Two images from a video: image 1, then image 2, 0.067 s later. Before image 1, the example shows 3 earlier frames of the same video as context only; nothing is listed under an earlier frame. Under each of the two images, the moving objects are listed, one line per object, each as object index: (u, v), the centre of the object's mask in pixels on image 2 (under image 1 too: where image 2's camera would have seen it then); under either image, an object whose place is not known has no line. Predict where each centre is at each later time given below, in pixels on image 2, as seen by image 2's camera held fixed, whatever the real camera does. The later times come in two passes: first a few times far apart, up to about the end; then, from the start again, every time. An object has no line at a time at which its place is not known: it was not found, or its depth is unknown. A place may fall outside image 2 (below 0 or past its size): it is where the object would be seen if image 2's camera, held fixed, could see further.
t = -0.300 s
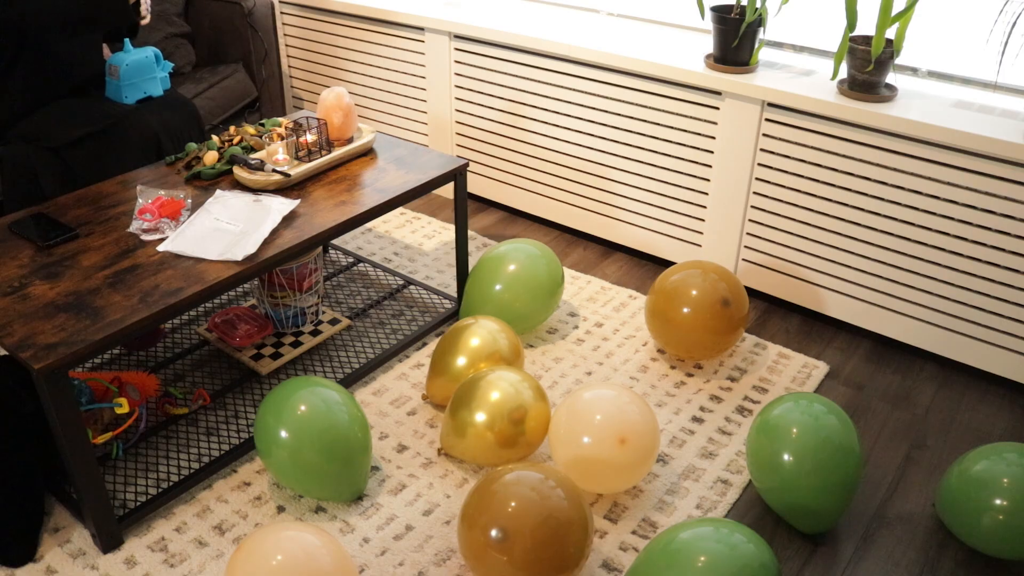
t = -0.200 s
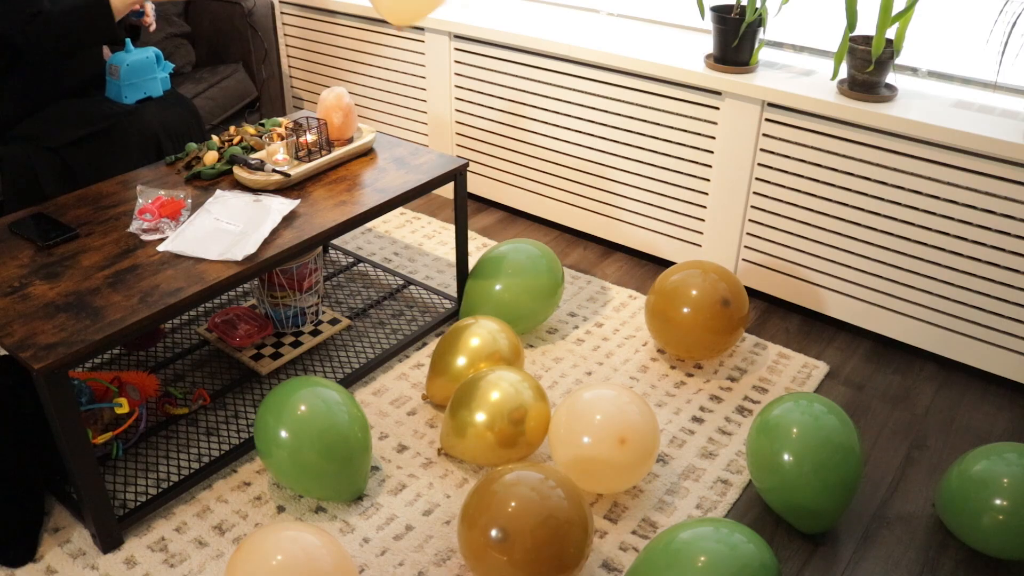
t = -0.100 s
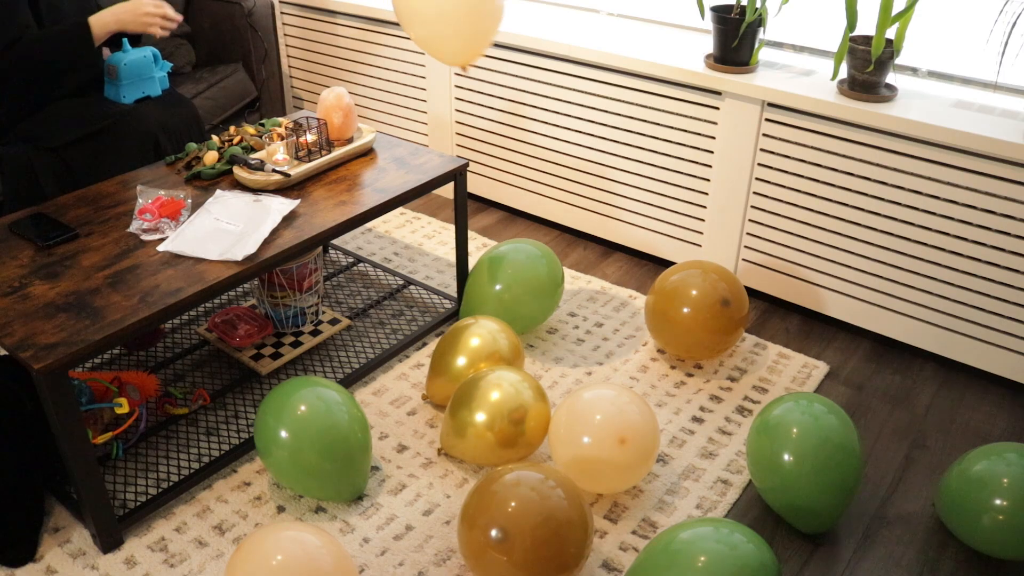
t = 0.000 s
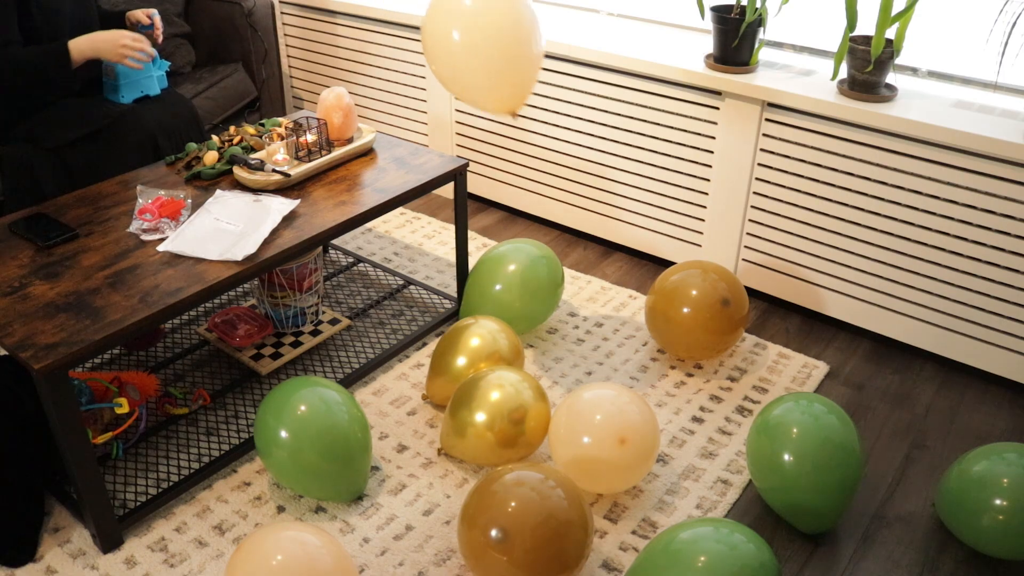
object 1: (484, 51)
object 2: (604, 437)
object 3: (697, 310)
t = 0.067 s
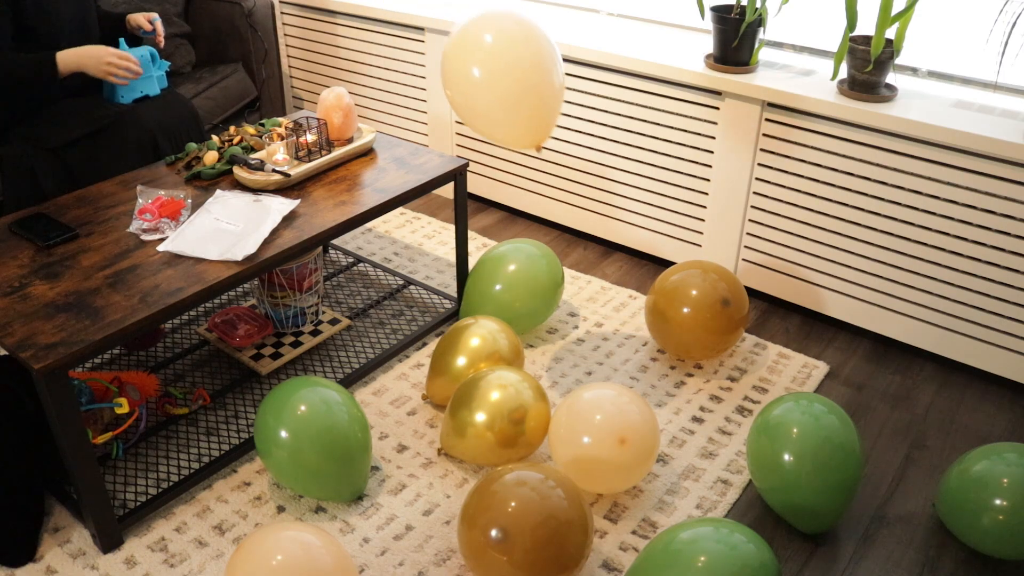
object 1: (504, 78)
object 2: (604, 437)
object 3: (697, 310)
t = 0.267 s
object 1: (556, 199)
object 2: (604, 438)
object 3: (697, 310)
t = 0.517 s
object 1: (593, 329)
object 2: (606, 442)
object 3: (697, 310)
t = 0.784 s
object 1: (601, 312)
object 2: (630, 464)
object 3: (699, 310)
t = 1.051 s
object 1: (608, 342)
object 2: (648, 487)
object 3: (699, 309)
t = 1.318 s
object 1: (643, 335)
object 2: (661, 506)
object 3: (712, 305)
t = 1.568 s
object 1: (656, 353)
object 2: (673, 521)
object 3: (721, 295)
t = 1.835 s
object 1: (662, 370)
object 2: (671, 524)
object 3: (728, 291)
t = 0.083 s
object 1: (509, 88)
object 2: (604, 437)
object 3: (697, 310)
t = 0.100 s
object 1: (514, 98)
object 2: (604, 437)
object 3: (697, 310)
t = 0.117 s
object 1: (518, 106)
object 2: (604, 438)
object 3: (697, 310)
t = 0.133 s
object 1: (523, 116)
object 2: (604, 437)
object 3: (697, 310)
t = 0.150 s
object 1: (528, 127)
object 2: (604, 437)
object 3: (697, 310)
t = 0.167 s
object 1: (532, 136)
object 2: (604, 438)
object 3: (697, 310)
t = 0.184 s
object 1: (536, 146)
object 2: (604, 437)
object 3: (697, 310)
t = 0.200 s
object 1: (541, 158)
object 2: (604, 437)
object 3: (697, 310)
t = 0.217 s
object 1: (545, 168)
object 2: (604, 438)
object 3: (697, 310)
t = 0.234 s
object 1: (548, 178)
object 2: (604, 437)
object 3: (697, 310)
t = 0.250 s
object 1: (553, 189)
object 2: (604, 438)
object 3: (697, 310)
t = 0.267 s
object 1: (556, 199)
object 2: (604, 438)
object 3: (697, 310)
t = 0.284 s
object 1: (559, 208)
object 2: (604, 438)
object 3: (697, 310)
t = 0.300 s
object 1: (563, 219)
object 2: (604, 438)
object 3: (697, 310)
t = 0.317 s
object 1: (566, 229)
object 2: (604, 438)
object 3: (697, 310)
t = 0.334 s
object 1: (569, 239)
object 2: (604, 438)
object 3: (697, 310)
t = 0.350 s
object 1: (572, 249)
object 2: (604, 438)
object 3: (697, 310)
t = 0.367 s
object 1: (575, 260)
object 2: (604, 438)
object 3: (697, 310)
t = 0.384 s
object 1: (577, 269)
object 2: (604, 438)
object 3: (697, 310)
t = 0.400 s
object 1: (580, 278)
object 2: (604, 438)
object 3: (697, 310)
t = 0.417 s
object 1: (583, 288)
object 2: (604, 438)
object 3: (697, 310)
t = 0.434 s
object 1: (585, 297)
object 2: (604, 438)
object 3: (697, 310)
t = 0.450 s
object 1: (587, 306)
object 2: (604, 438)
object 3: (697, 310)
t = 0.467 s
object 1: (589, 315)
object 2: (604, 438)
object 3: (697, 310)
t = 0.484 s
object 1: (591, 324)
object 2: (604, 438)
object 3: (697, 310)
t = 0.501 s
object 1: (592, 331)
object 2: (605, 441)
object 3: (697, 310)
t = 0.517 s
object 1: (593, 329)
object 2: (606, 442)
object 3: (697, 310)
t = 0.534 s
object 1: (593, 327)
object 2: (608, 441)
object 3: (697, 310)
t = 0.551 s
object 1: (594, 324)
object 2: (609, 442)
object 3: (697, 310)
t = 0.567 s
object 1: (594, 322)
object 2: (610, 442)
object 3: (697, 310)
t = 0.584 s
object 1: (595, 320)
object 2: (612, 443)
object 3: (698, 310)
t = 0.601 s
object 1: (595, 318)
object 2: (613, 444)
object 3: (698, 310)
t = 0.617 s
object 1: (596, 316)
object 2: (614, 445)
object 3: (698, 310)
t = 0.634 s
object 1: (596, 314)
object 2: (616, 446)
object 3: (698, 310)
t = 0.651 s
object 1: (597, 313)
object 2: (617, 448)
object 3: (698, 310)
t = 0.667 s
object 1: (597, 312)
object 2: (618, 450)
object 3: (698, 310)
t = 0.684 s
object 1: (598, 312)
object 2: (620, 451)
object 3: (698, 310)
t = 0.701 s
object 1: (598, 311)
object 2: (621, 453)
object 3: (698, 310)
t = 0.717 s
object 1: (599, 311)
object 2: (623, 456)
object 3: (698, 310)
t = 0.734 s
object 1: (599, 311)
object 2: (624, 458)
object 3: (698, 310)
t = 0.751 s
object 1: (600, 311)
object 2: (626, 460)
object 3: (698, 310)
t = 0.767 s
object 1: (601, 312)
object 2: (628, 462)
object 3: (699, 310)
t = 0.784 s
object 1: (601, 312)
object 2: (630, 464)
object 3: (699, 310)
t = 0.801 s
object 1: (602, 313)
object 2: (632, 466)
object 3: (699, 310)
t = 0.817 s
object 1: (603, 314)
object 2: (634, 468)
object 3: (699, 310)
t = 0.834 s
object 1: (603, 315)
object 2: (636, 470)
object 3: (699, 310)
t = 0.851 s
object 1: (604, 316)
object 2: (638, 473)
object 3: (699, 310)
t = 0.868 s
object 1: (604, 317)
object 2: (640, 475)
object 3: (699, 310)
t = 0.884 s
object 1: (605, 319)
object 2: (642, 477)
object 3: (700, 310)
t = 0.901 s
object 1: (606, 321)
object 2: (643, 479)
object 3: (700, 310)
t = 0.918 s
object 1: (606, 323)
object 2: (643, 480)
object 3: (700, 310)
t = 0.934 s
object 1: (606, 324)
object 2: (644, 481)
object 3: (700, 309)
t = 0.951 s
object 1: (606, 327)
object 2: (644, 483)
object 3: (700, 309)
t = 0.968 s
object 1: (607, 329)
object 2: (644, 484)
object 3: (700, 309)
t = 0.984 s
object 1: (607, 331)
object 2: (644, 486)
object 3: (700, 309)
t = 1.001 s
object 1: (607, 334)
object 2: (645, 486)
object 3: (700, 309)
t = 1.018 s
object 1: (607, 337)
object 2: (645, 486)
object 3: (699, 309)
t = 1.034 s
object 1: (607, 340)
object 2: (646, 486)
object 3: (699, 309)
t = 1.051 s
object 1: (608, 342)
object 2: (648, 487)
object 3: (699, 309)
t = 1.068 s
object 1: (608, 347)
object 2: (648, 487)
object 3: (699, 309)
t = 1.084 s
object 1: (608, 350)
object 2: (649, 487)
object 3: (698, 309)
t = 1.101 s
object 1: (607, 354)
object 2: (650, 488)
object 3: (698, 309)
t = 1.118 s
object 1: (607, 358)
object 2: (651, 489)
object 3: (698, 309)
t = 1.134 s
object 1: (607, 360)
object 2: (651, 490)
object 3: (698, 310)
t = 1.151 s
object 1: (610, 357)
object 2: (652, 490)
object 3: (699, 309)
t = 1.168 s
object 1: (614, 354)
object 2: (652, 492)
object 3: (700, 309)
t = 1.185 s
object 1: (618, 351)
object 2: (654, 494)
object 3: (701, 308)
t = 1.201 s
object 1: (621, 349)
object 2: (654, 495)
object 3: (702, 308)
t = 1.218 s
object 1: (624, 346)
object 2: (655, 496)
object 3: (704, 307)
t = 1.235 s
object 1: (628, 343)
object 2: (656, 498)
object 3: (705, 307)
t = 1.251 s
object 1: (631, 341)
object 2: (657, 499)
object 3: (706, 307)
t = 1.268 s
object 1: (634, 339)
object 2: (658, 501)
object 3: (708, 306)
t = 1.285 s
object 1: (637, 338)
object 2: (659, 503)
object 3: (709, 306)
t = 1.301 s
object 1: (640, 336)
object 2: (660, 505)
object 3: (710, 305)
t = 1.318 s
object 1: (643, 335)
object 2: (661, 506)
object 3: (712, 305)
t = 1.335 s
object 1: (645, 334)
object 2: (662, 508)
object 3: (713, 304)
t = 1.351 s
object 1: (646, 334)
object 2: (663, 509)
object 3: (714, 303)
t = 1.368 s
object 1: (647, 334)
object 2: (664, 511)
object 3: (715, 302)
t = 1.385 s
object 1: (648, 335)
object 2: (665, 512)
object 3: (716, 301)
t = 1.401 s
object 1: (649, 335)
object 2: (666, 513)
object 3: (717, 300)
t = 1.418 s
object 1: (650, 336)
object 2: (667, 514)
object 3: (717, 299)
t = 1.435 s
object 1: (651, 337)
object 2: (668, 515)
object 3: (718, 298)
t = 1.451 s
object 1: (651, 338)
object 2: (669, 516)
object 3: (719, 298)
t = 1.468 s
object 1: (652, 340)
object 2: (670, 518)
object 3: (719, 297)
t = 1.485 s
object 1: (653, 342)
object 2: (671, 518)
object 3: (720, 297)
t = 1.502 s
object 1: (654, 343)
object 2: (671, 519)
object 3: (720, 296)
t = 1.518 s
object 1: (655, 346)
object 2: (672, 519)
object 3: (721, 296)
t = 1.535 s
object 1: (655, 348)
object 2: (672, 520)
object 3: (721, 295)
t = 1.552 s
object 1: (656, 350)
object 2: (673, 520)
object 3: (721, 295)
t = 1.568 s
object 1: (656, 353)
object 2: (673, 521)
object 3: (721, 295)
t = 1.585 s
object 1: (657, 354)
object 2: (674, 521)
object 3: (722, 295)
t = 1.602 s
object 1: (657, 354)
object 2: (674, 522)
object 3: (723, 294)
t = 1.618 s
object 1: (658, 354)
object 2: (674, 522)
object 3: (724, 294)
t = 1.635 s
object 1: (658, 354)
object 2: (674, 523)
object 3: (725, 294)
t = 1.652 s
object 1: (659, 354)
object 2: (674, 523)
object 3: (725, 293)
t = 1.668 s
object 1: (659, 354)
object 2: (674, 524)
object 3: (726, 293)
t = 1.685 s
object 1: (659, 355)
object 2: (674, 524)
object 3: (727, 293)
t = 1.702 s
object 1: (660, 356)
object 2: (674, 524)
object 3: (727, 292)
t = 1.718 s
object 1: (660, 357)
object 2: (673, 524)
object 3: (728, 292)
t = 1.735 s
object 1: (661, 358)
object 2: (673, 524)
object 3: (728, 292)
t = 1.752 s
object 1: (661, 360)
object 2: (673, 524)
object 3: (728, 292)
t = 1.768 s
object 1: (661, 361)
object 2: (672, 524)
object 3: (728, 292)
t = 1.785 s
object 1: (661, 363)
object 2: (672, 524)
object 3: (728, 292)
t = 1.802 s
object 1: (661, 366)
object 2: (671, 524)
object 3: (728, 292)
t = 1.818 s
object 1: (662, 368)
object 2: (671, 524)
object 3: (728, 291)
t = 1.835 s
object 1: (662, 370)
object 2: (671, 524)
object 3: (728, 291)
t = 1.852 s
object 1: (663, 371)
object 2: (669, 524)
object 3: (729, 291)
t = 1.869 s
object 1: (664, 373)
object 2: (669, 523)
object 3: (729, 291)
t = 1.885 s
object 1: (665, 374)
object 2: (668, 523)
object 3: (729, 291)
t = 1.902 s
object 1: (666, 376)
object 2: (667, 523)
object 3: (729, 291)
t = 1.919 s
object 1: (666, 378)
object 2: (666, 522)
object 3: (729, 291)
